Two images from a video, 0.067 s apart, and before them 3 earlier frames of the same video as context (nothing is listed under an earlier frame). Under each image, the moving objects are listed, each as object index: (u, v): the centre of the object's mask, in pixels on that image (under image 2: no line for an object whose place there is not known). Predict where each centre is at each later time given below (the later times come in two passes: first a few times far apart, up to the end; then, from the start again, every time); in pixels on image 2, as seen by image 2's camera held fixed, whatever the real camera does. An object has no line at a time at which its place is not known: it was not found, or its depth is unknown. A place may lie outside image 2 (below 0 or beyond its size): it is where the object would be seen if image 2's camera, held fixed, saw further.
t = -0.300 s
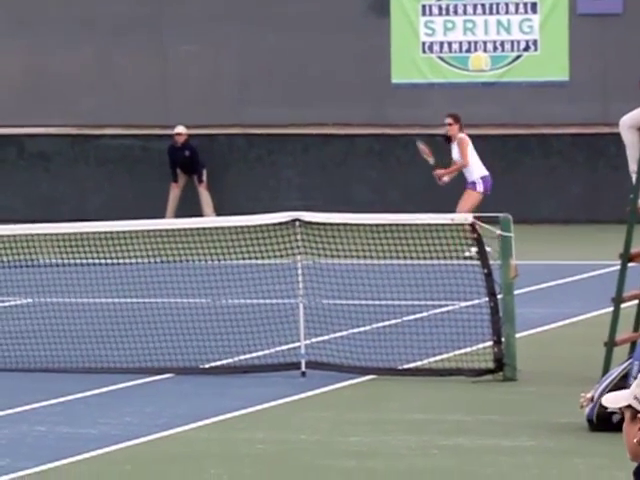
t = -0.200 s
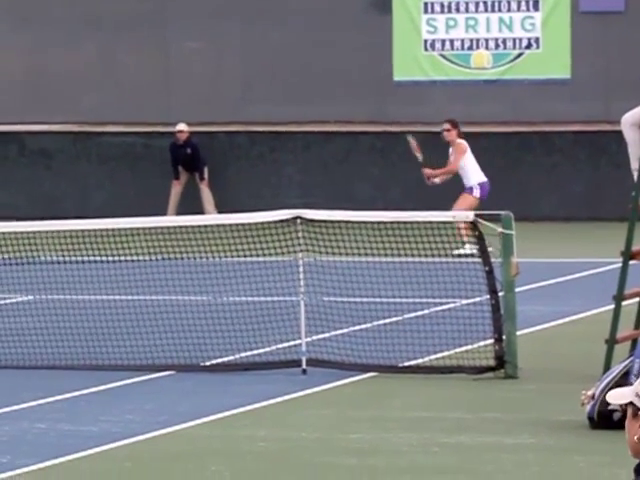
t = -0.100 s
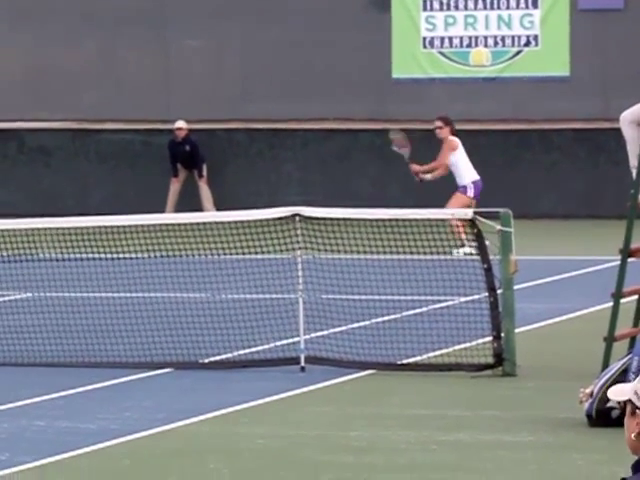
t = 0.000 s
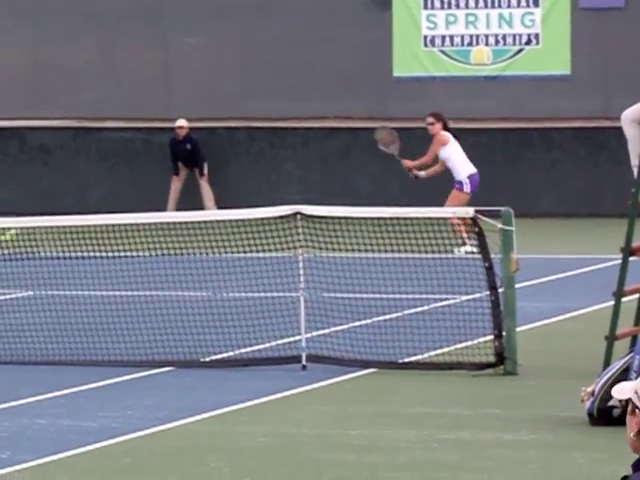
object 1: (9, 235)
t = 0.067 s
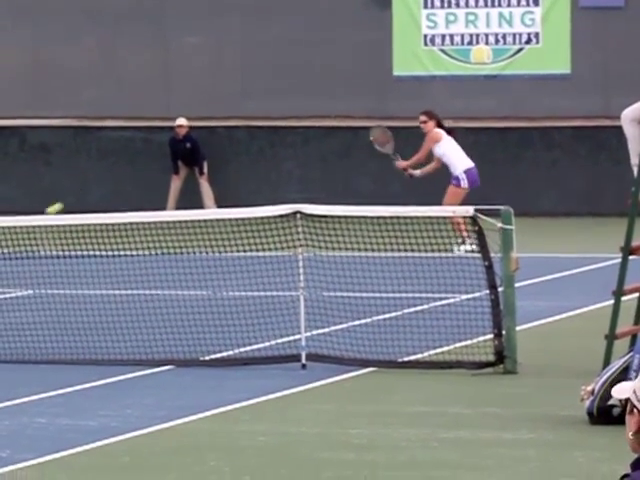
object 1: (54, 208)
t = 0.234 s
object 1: (156, 173)
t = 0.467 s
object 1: (281, 180)
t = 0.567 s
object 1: (328, 200)
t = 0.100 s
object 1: (75, 198)
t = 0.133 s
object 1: (97, 190)
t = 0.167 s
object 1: (117, 183)
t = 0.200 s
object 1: (137, 177)
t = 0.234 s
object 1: (156, 173)
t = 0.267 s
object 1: (176, 170)
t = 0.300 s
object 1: (194, 169)
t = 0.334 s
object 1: (213, 168)
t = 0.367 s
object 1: (230, 170)
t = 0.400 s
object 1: (248, 172)
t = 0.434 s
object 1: (265, 175)
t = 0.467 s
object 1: (281, 180)
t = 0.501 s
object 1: (297, 186)
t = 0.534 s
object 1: (313, 192)
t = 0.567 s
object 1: (328, 200)
